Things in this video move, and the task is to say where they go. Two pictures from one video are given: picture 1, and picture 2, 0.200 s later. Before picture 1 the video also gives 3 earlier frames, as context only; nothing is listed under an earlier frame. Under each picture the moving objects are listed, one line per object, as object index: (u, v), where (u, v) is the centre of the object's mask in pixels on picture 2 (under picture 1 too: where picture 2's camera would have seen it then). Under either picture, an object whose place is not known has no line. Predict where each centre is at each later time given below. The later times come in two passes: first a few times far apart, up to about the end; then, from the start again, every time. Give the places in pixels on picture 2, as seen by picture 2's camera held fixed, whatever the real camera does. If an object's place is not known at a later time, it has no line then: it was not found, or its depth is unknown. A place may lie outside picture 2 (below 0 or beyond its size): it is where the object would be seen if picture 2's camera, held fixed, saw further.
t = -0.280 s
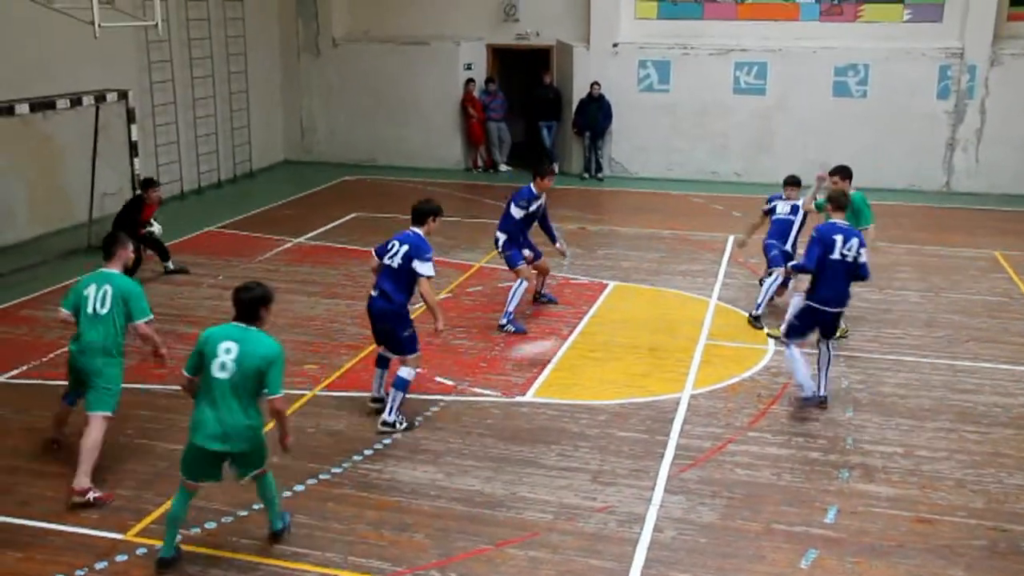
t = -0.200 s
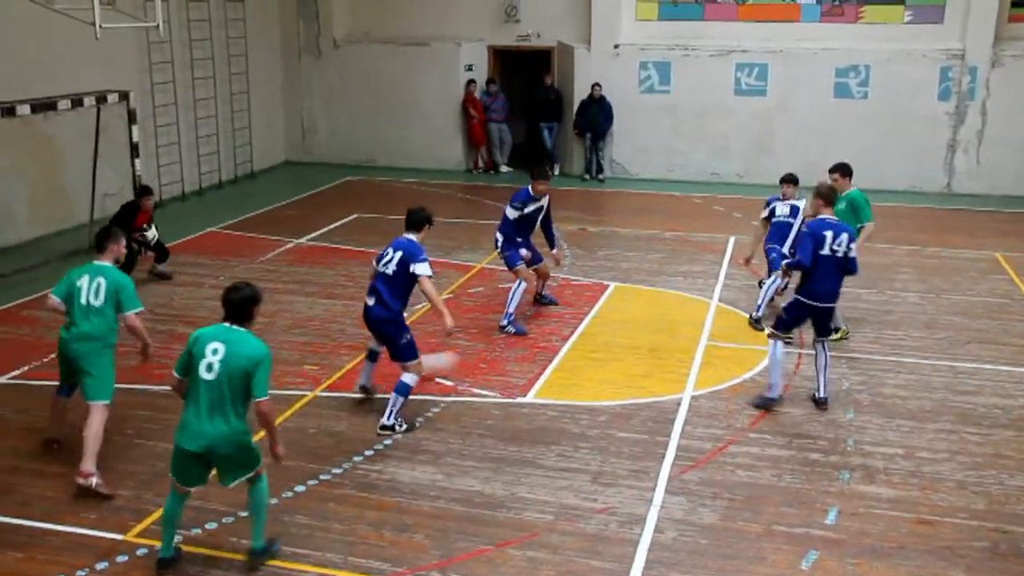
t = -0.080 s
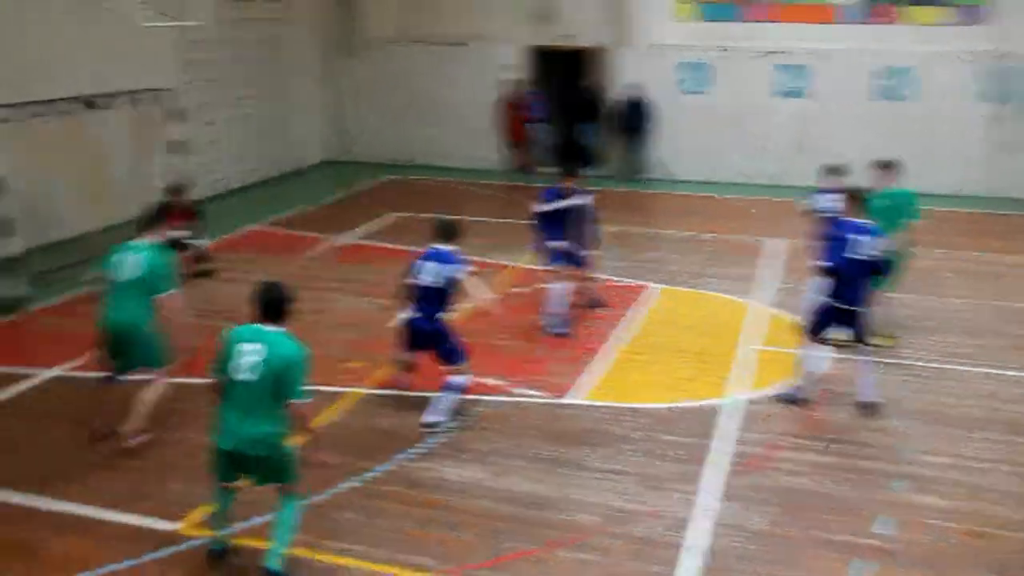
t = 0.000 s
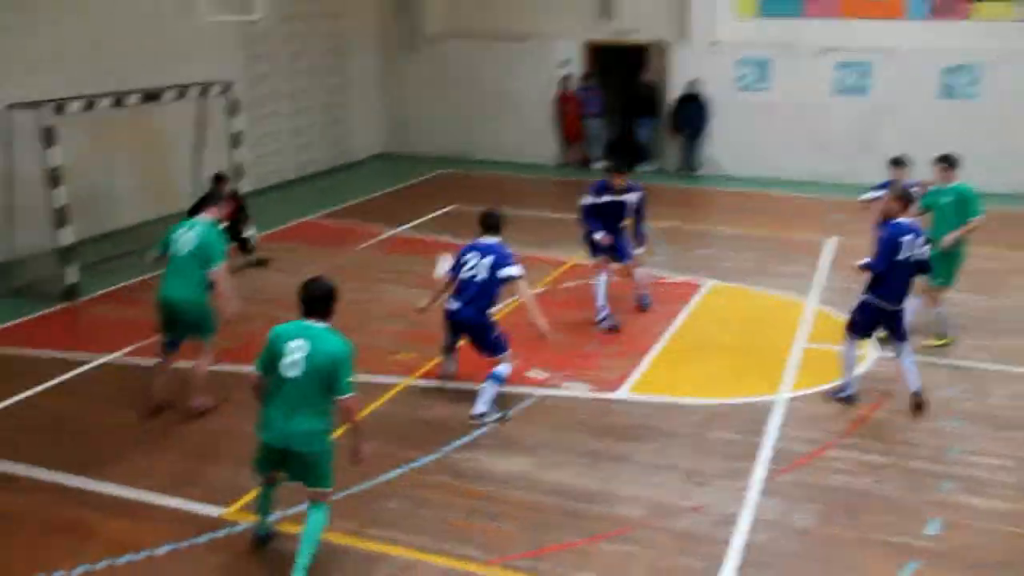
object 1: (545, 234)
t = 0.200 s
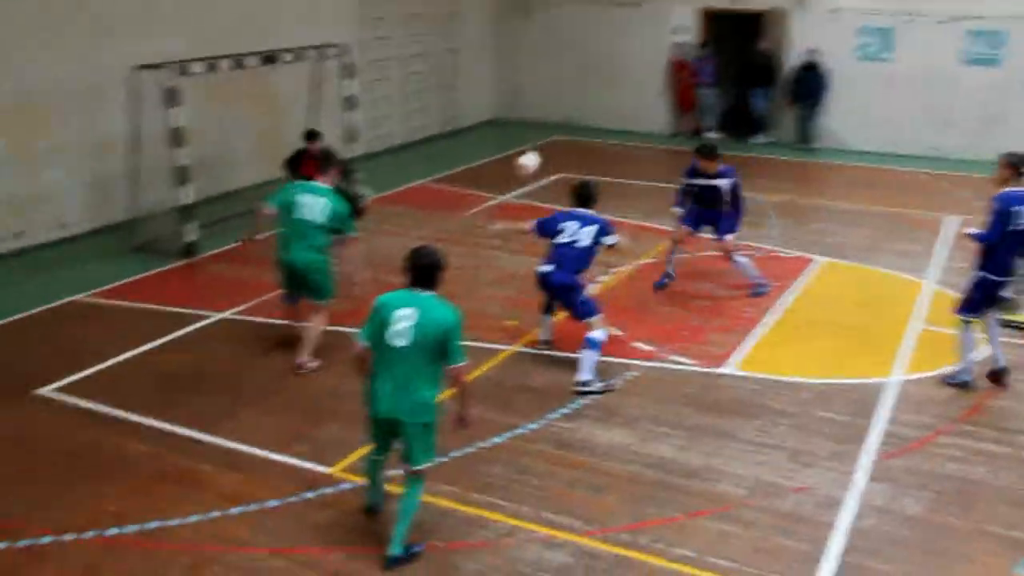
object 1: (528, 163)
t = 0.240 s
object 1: (527, 153)
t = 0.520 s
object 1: (501, 138)
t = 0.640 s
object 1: (488, 155)
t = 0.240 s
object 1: (527, 153)
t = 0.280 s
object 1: (524, 147)
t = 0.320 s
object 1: (519, 140)
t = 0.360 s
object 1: (515, 137)
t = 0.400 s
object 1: (511, 136)
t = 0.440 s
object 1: (508, 135)
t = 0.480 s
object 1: (504, 136)
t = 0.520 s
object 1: (501, 138)
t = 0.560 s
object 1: (496, 141)
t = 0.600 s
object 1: (493, 147)
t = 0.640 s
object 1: (488, 155)
